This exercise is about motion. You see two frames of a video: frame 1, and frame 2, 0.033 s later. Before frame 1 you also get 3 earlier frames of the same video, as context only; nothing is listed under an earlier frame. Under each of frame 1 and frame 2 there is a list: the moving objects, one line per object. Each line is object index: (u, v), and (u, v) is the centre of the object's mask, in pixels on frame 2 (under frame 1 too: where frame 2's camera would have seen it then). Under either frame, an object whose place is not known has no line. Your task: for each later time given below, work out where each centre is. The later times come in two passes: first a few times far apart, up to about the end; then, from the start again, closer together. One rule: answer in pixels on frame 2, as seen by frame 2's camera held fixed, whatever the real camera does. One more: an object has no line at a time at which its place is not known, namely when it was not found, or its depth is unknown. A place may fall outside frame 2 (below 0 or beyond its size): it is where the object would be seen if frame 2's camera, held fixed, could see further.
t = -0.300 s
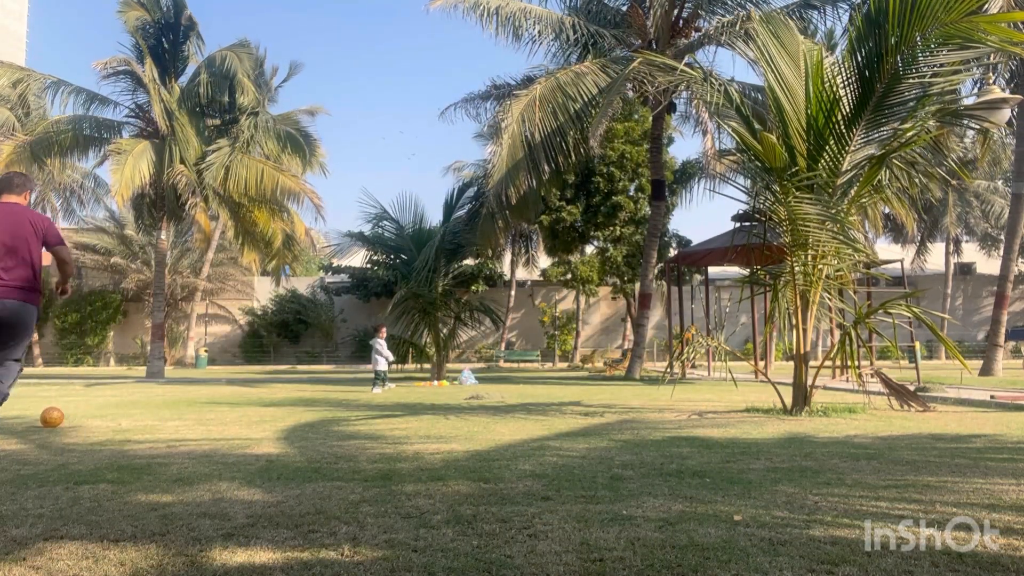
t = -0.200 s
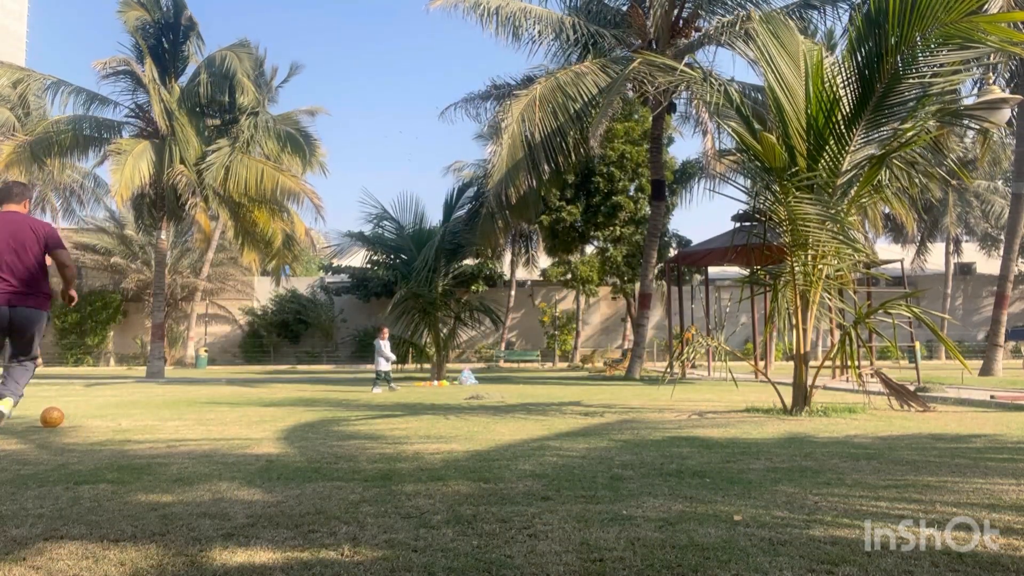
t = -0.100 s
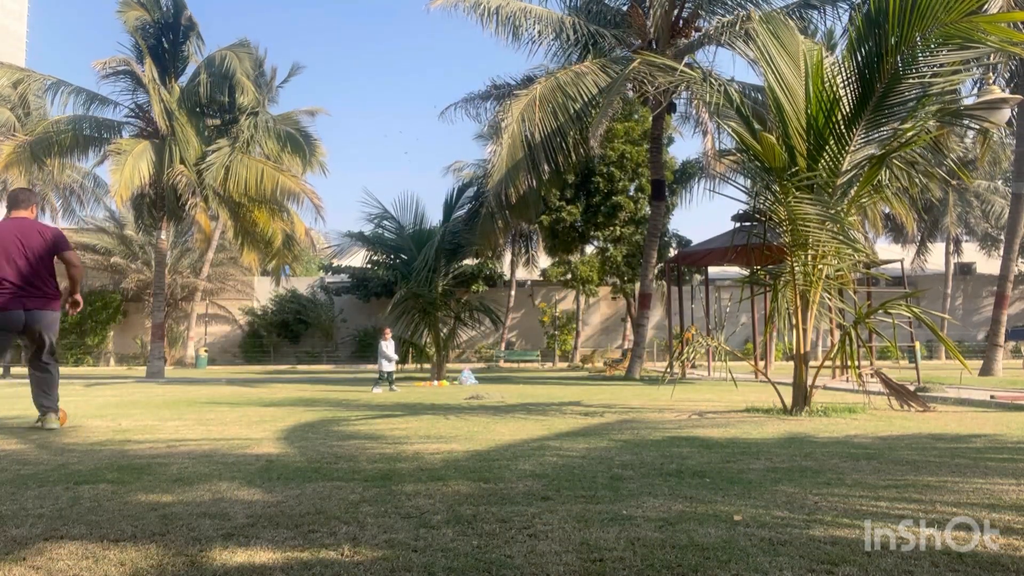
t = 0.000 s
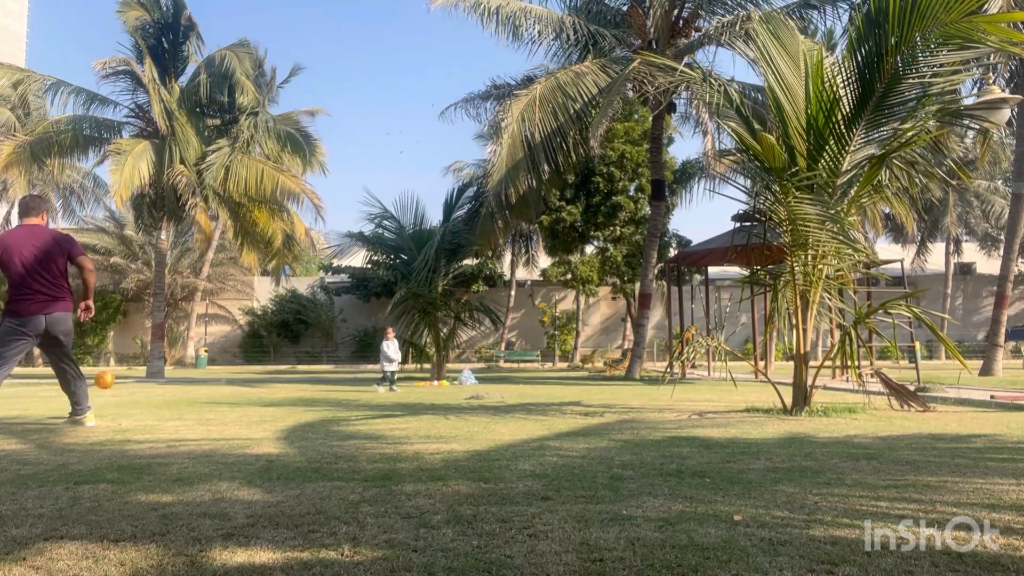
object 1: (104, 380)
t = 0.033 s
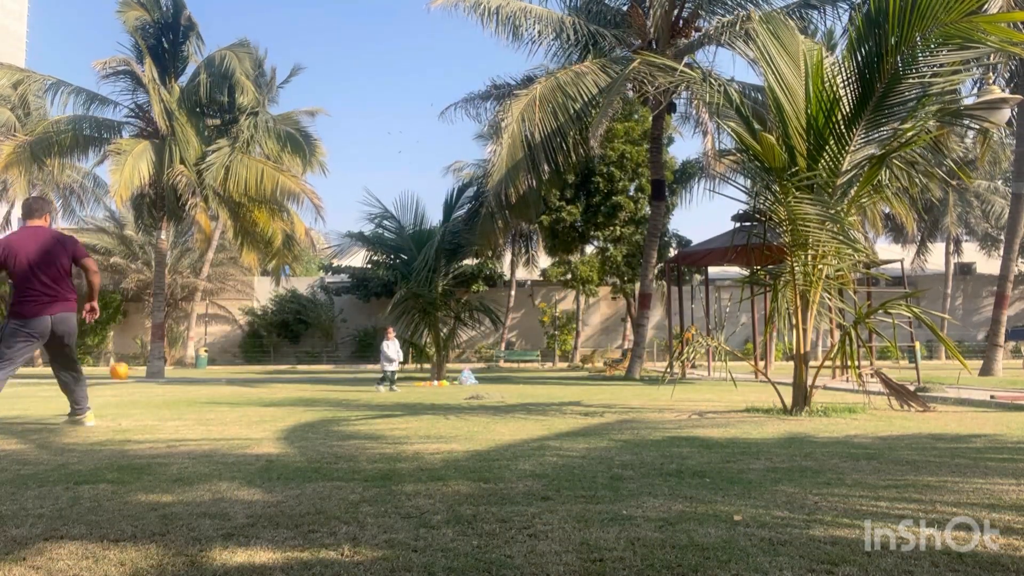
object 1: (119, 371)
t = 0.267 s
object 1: (197, 357)
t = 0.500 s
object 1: (250, 394)
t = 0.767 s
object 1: (274, 370)
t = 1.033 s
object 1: (292, 393)
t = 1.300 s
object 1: (314, 386)
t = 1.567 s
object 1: (335, 390)
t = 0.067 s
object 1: (133, 364)
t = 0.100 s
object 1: (145, 359)
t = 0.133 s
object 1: (157, 356)
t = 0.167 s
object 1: (167, 355)
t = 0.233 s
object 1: (187, 357)
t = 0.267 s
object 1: (197, 357)
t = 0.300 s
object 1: (206, 360)
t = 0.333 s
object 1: (214, 363)
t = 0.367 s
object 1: (222, 367)
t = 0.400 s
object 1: (228, 373)
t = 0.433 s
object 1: (236, 379)
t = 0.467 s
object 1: (244, 386)
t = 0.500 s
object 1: (250, 394)
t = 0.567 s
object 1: (257, 388)
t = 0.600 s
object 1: (260, 382)
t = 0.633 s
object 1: (262, 378)
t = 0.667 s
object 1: (266, 373)
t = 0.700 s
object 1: (268, 371)
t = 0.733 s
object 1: (271, 370)
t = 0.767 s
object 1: (274, 370)
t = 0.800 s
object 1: (276, 370)
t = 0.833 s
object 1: (279, 372)
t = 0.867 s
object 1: (281, 373)
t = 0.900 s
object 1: (283, 376)
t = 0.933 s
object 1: (285, 380)
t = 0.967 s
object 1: (287, 384)
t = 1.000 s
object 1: (290, 390)
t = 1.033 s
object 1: (292, 393)
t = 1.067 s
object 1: (295, 390)
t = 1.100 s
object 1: (299, 386)
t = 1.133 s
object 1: (301, 384)
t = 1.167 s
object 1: (304, 384)
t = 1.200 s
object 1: (307, 382)
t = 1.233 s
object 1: (309, 383)
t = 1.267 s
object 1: (312, 384)
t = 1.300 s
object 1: (314, 386)
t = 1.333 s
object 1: (317, 388)
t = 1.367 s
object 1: (319, 391)
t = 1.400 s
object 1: (322, 390)
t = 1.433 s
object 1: (325, 388)
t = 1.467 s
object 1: (328, 387)
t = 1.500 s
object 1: (331, 387)
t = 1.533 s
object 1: (333, 388)
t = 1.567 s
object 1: (335, 390)
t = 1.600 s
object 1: (337, 390)
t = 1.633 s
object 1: (340, 389)
